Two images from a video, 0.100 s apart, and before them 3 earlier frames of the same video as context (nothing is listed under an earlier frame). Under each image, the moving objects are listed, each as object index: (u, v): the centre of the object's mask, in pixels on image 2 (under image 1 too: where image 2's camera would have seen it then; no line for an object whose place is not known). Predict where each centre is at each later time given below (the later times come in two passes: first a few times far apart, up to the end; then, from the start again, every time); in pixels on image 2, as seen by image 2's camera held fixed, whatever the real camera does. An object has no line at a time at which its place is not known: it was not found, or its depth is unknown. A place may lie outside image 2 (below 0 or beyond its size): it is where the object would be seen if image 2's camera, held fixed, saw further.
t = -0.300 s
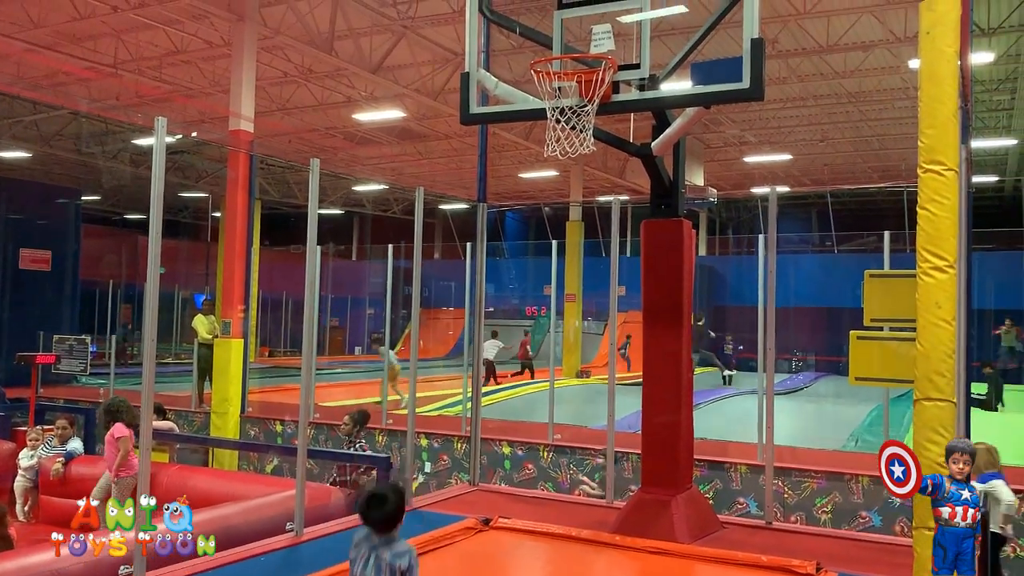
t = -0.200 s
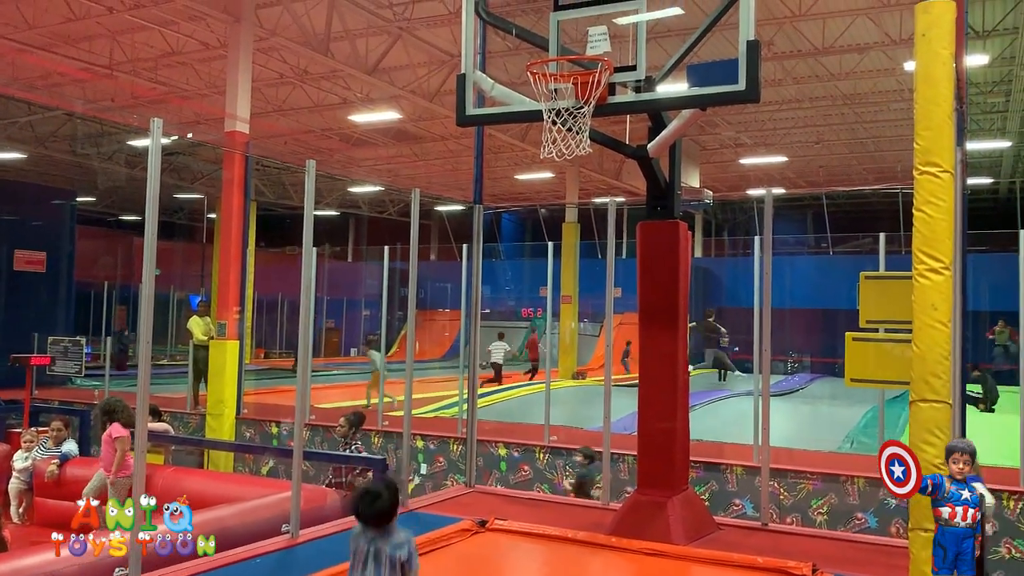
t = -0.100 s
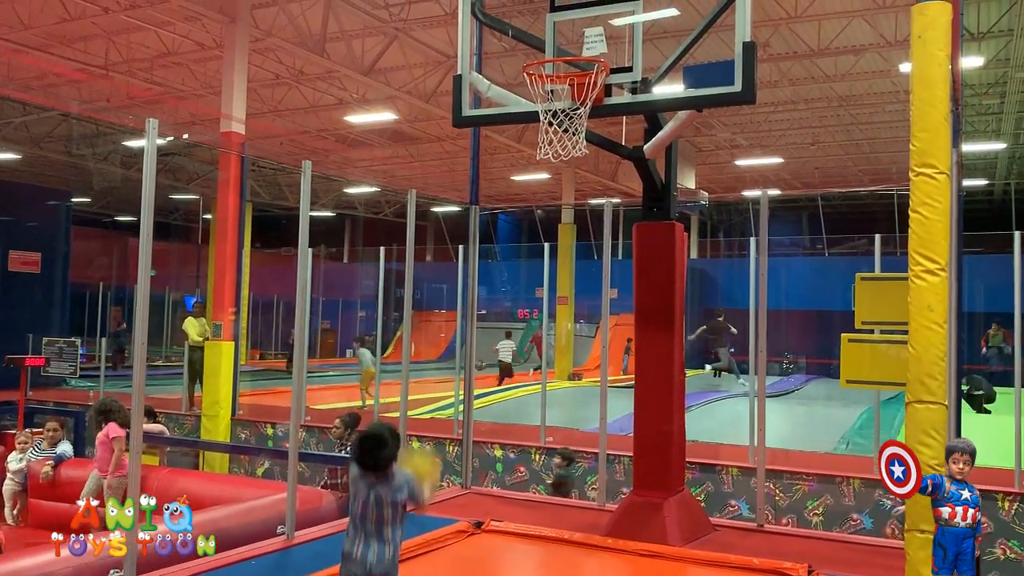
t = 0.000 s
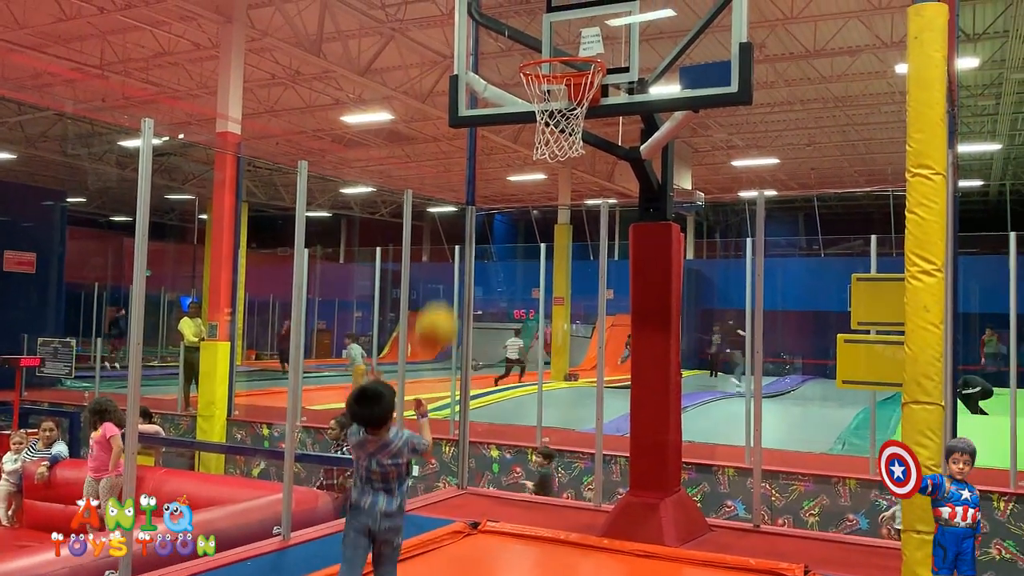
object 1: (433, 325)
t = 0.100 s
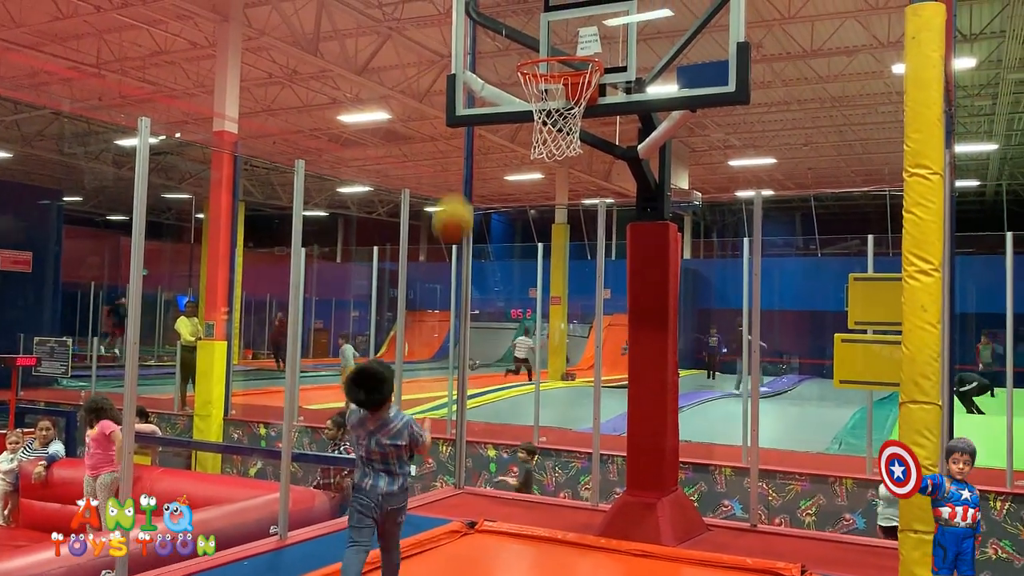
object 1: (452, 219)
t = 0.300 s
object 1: (481, 84)
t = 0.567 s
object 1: (509, 38)
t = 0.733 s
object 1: (510, 58)
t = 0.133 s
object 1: (458, 187)
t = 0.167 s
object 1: (464, 161)
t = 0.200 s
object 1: (469, 138)
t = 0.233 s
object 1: (473, 118)
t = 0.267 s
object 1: (478, 100)
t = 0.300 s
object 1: (481, 84)
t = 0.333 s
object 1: (485, 70)
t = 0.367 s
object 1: (489, 60)
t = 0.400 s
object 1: (493, 51)
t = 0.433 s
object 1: (496, 44)
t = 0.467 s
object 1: (500, 40)
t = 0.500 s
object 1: (503, 38)
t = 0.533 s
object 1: (506, 37)
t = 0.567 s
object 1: (509, 38)
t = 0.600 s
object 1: (512, 41)
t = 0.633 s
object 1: (515, 46)
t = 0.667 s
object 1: (516, 51)
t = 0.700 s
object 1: (515, 55)
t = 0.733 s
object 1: (510, 58)
